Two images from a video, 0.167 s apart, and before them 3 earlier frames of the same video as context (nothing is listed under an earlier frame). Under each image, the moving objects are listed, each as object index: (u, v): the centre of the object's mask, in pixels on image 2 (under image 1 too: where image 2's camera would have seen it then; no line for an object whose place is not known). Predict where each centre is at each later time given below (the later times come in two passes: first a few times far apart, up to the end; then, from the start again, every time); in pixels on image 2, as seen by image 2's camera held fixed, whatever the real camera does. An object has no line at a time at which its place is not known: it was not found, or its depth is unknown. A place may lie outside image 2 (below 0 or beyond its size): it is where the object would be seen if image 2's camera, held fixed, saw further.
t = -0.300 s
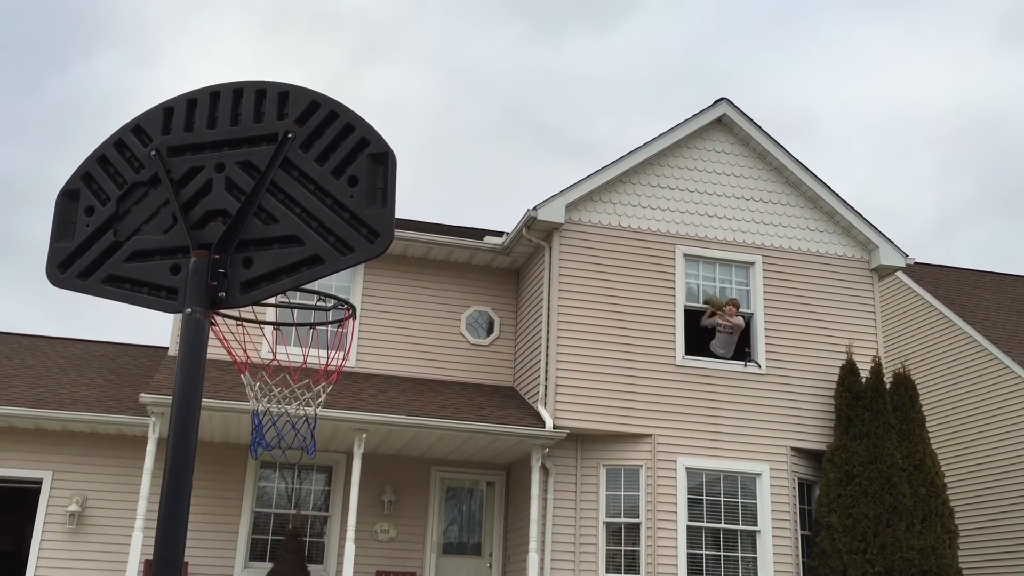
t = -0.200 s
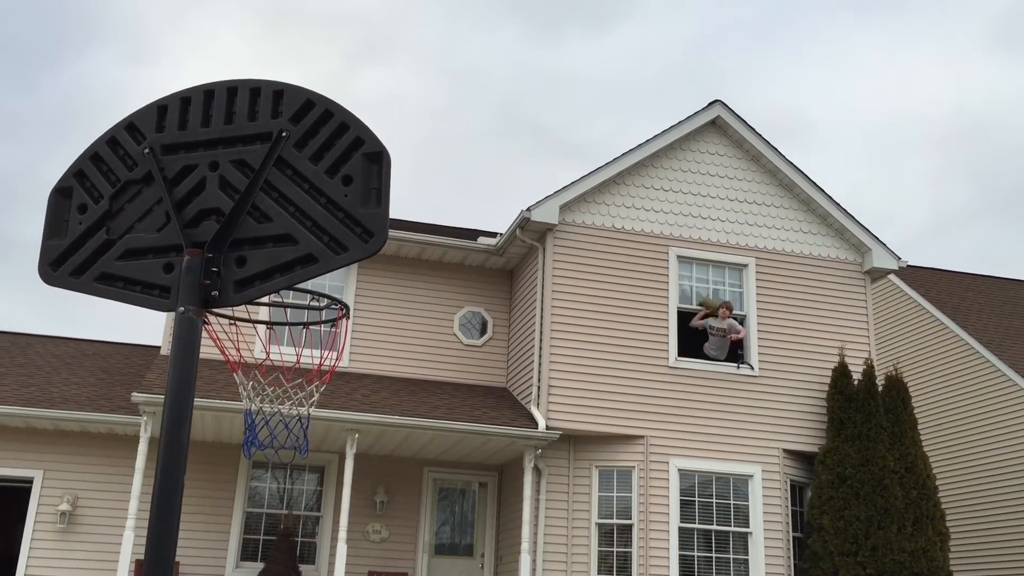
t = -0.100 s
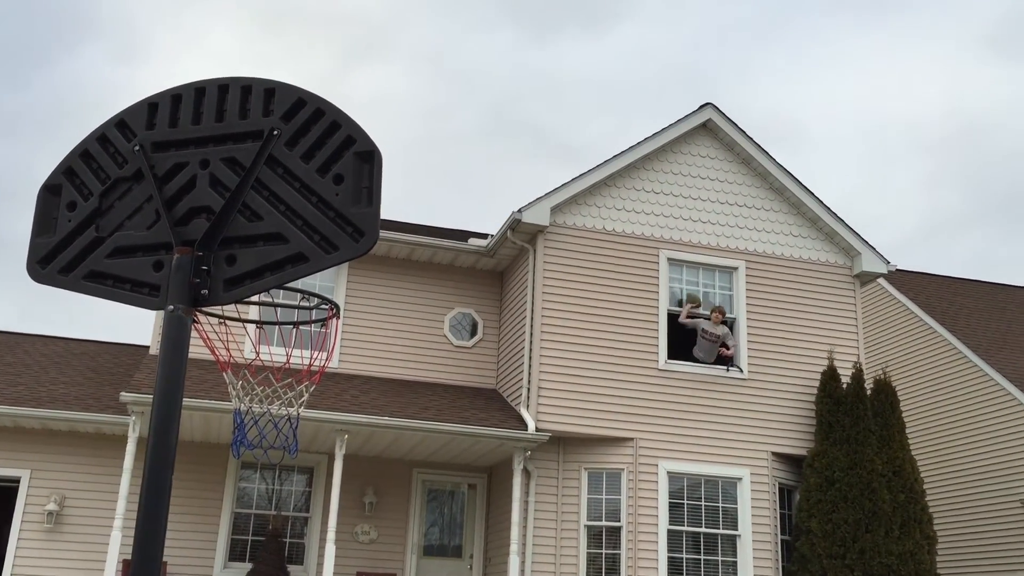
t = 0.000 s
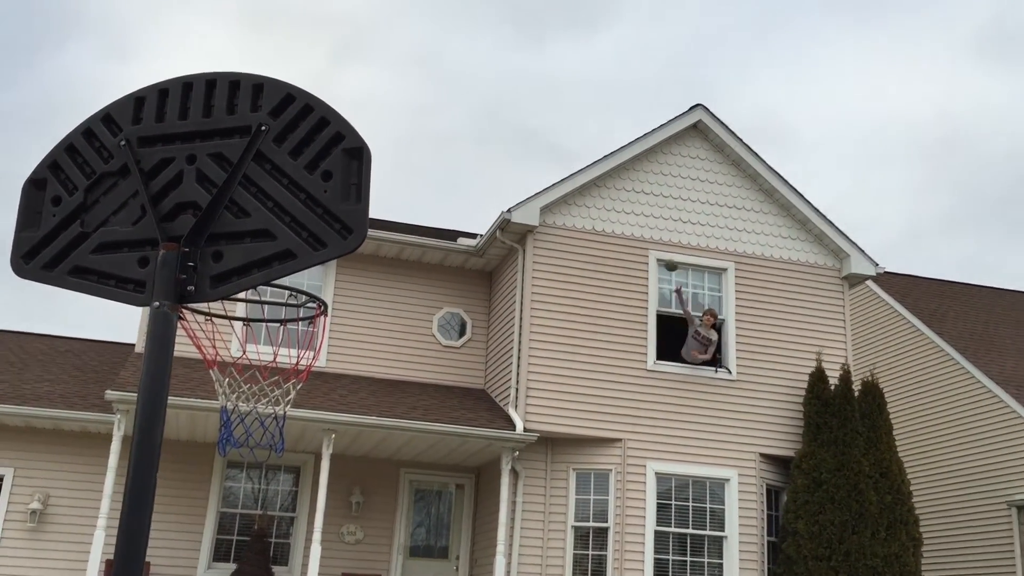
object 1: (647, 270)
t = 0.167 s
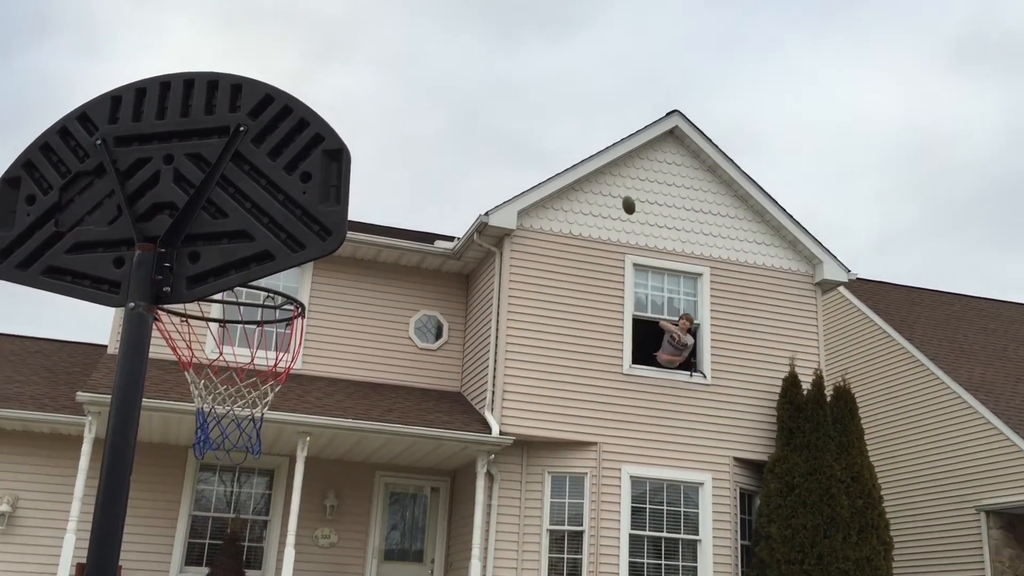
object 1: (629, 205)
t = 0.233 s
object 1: (621, 183)
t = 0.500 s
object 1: (581, 107)
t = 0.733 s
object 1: (531, 70)
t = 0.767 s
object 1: (521, 68)
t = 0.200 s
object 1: (625, 193)
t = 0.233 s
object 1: (621, 183)
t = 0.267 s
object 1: (616, 172)
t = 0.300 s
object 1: (612, 161)
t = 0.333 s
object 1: (608, 150)
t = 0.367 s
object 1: (603, 141)
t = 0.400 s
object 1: (598, 132)
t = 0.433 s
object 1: (593, 123)
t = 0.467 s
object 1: (587, 115)
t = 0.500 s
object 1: (581, 107)
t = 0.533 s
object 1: (575, 100)
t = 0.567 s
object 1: (569, 93)
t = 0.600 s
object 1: (562, 87)
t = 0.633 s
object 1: (555, 82)
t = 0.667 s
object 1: (548, 77)
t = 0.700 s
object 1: (540, 73)
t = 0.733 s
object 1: (531, 70)
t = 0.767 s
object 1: (521, 68)
